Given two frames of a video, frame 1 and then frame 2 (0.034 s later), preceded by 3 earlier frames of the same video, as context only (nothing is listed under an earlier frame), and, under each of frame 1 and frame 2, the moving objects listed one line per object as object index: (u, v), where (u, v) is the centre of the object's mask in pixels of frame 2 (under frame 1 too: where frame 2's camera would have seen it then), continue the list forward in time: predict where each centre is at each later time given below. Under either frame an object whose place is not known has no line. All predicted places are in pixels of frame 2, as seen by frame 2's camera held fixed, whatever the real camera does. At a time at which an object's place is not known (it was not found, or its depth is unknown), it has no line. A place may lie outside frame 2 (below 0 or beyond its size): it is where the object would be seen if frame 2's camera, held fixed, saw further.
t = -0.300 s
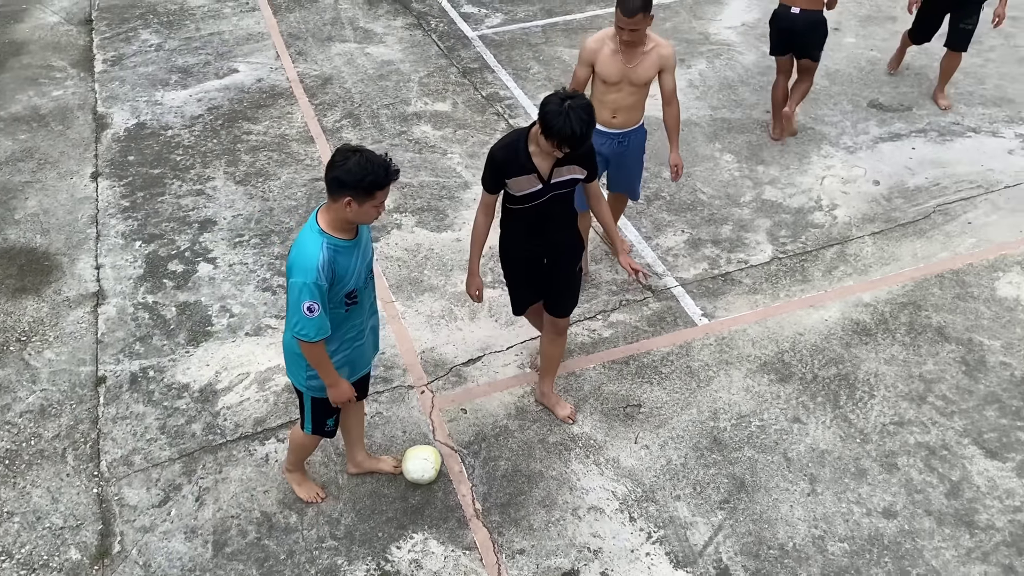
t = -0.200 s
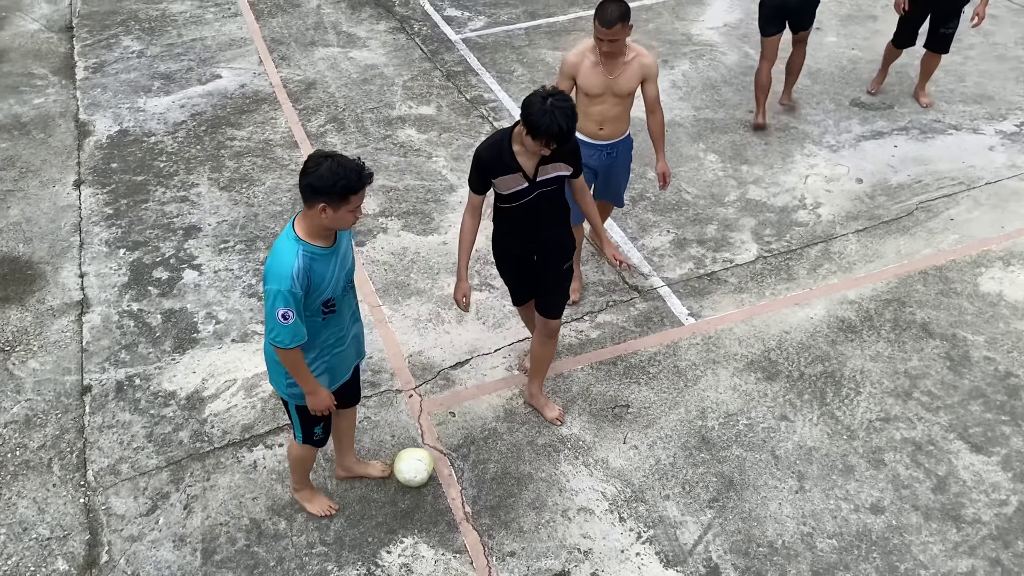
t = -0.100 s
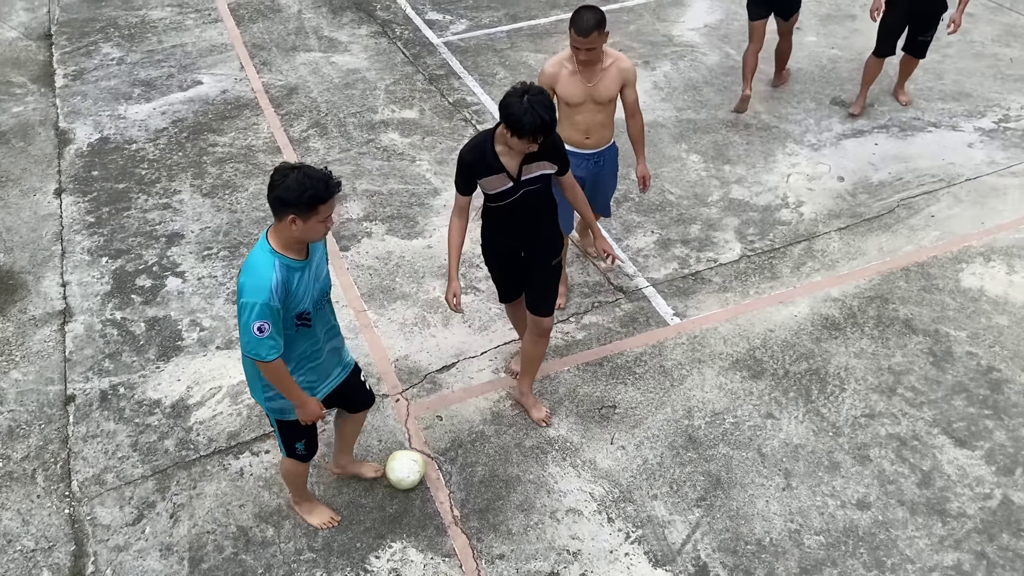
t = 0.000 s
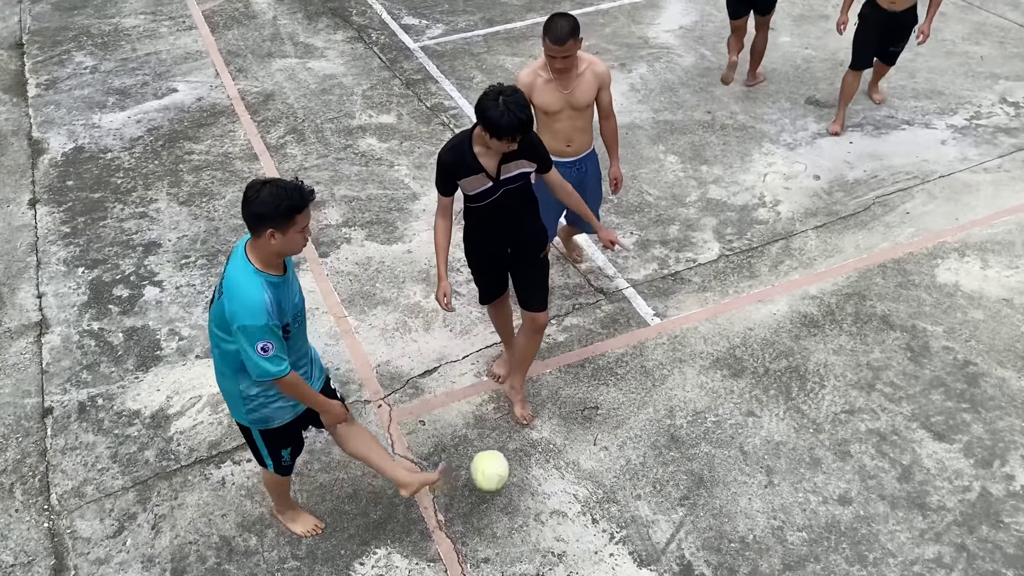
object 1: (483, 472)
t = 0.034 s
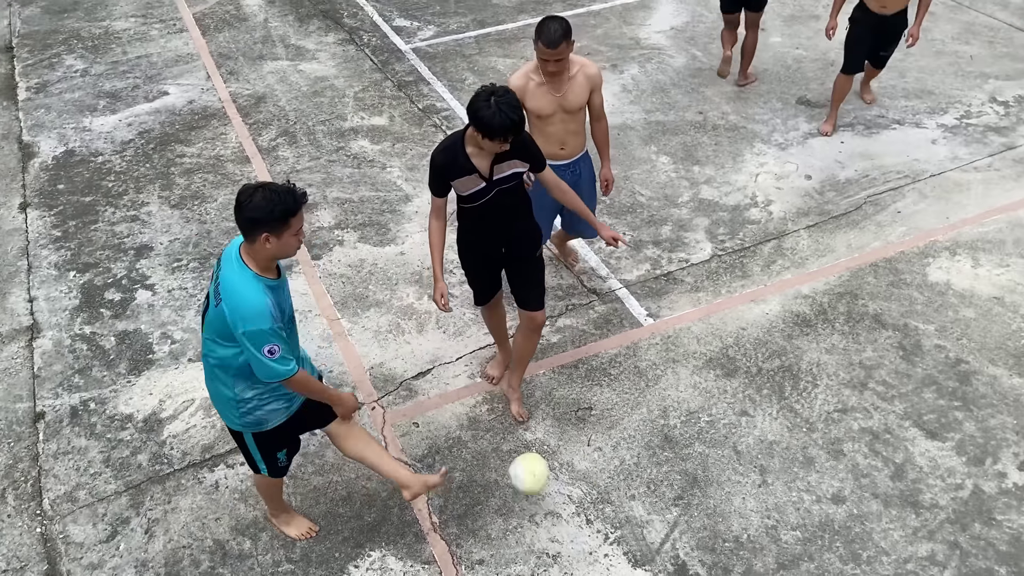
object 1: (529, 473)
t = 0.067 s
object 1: (575, 477)
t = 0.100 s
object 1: (622, 481)
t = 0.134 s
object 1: (669, 489)
